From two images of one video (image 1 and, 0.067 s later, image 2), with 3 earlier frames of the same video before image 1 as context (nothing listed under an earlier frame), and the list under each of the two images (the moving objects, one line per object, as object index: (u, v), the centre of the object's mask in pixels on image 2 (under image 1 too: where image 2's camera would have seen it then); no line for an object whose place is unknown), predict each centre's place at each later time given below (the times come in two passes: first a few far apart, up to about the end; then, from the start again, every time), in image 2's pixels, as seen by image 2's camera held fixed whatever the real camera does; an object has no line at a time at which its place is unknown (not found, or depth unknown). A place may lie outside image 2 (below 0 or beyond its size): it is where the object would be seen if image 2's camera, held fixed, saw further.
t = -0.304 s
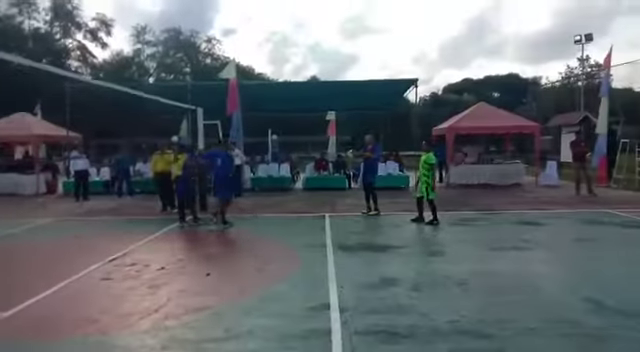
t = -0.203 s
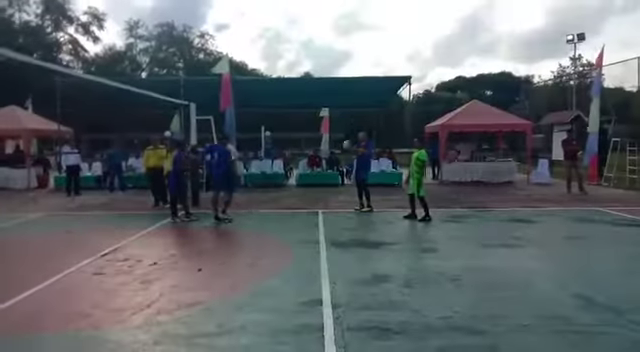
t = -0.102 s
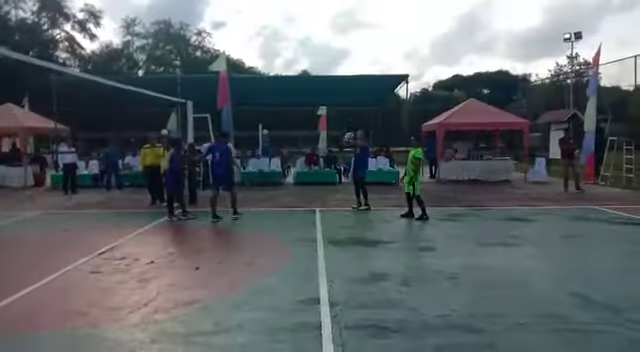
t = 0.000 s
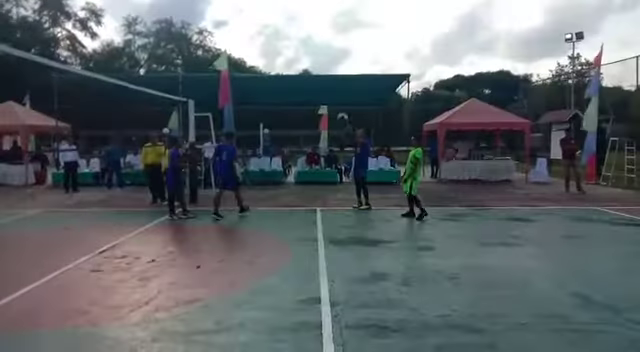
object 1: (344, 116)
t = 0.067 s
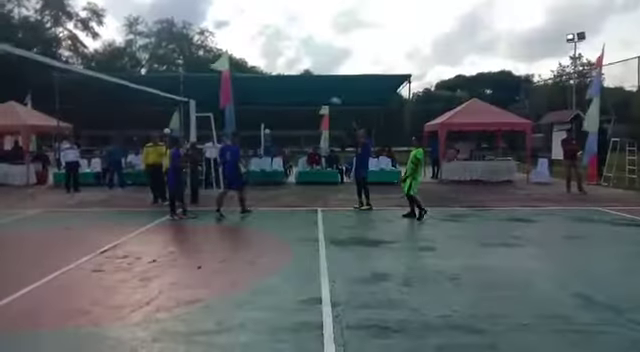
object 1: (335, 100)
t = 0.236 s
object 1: (315, 70)
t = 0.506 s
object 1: (280, 45)
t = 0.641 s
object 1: (263, 46)
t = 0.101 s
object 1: (331, 93)
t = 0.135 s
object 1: (327, 87)
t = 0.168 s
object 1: (323, 81)
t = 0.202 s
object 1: (319, 73)
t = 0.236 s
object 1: (315, 70)
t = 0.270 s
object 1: (310, 67)
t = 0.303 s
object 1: (306, 61)
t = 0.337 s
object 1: (302, 58)
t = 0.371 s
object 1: (297, 55)
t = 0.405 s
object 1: (293, 52)
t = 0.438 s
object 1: (289, 49)
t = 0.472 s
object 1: (284, 46)
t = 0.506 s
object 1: (280, 45)
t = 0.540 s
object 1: (277, 45)
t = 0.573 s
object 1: (272, 44)
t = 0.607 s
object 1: (267, 46)
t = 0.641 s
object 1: (263, 46)
